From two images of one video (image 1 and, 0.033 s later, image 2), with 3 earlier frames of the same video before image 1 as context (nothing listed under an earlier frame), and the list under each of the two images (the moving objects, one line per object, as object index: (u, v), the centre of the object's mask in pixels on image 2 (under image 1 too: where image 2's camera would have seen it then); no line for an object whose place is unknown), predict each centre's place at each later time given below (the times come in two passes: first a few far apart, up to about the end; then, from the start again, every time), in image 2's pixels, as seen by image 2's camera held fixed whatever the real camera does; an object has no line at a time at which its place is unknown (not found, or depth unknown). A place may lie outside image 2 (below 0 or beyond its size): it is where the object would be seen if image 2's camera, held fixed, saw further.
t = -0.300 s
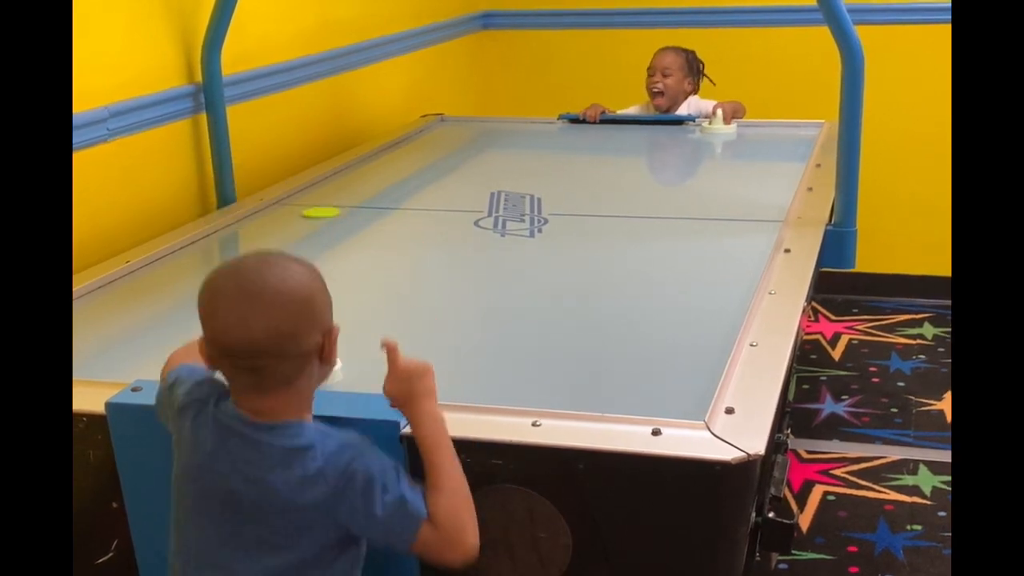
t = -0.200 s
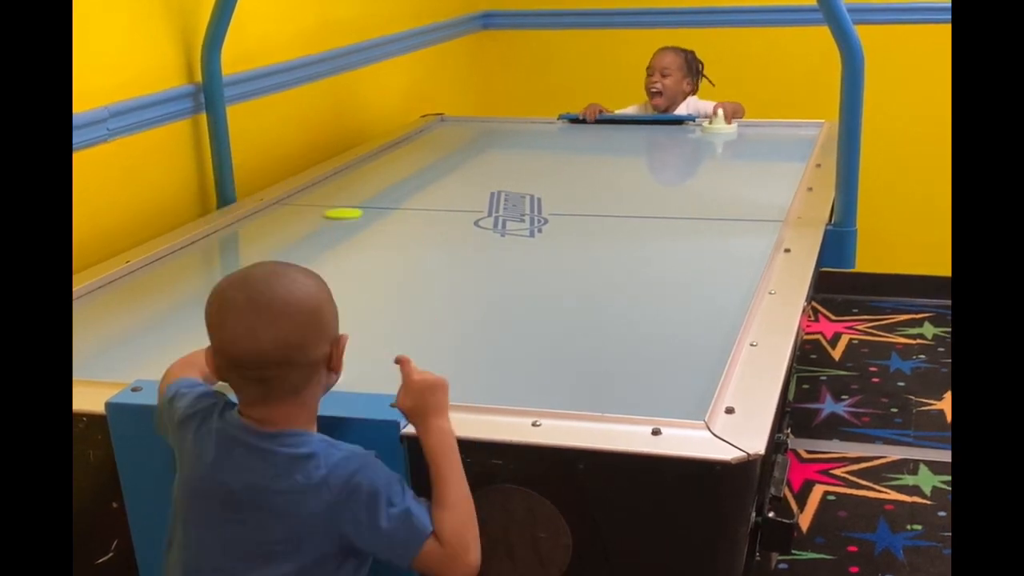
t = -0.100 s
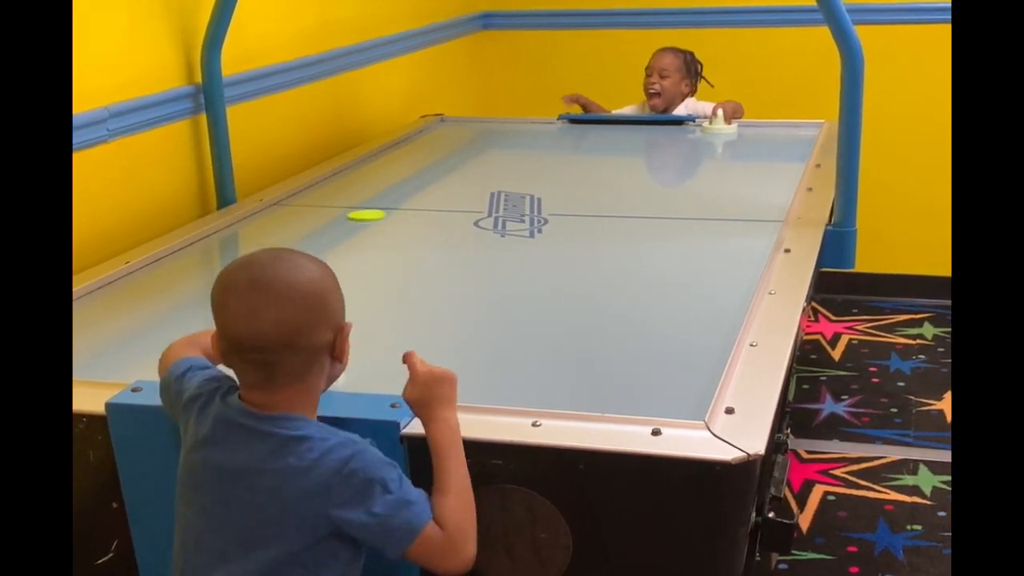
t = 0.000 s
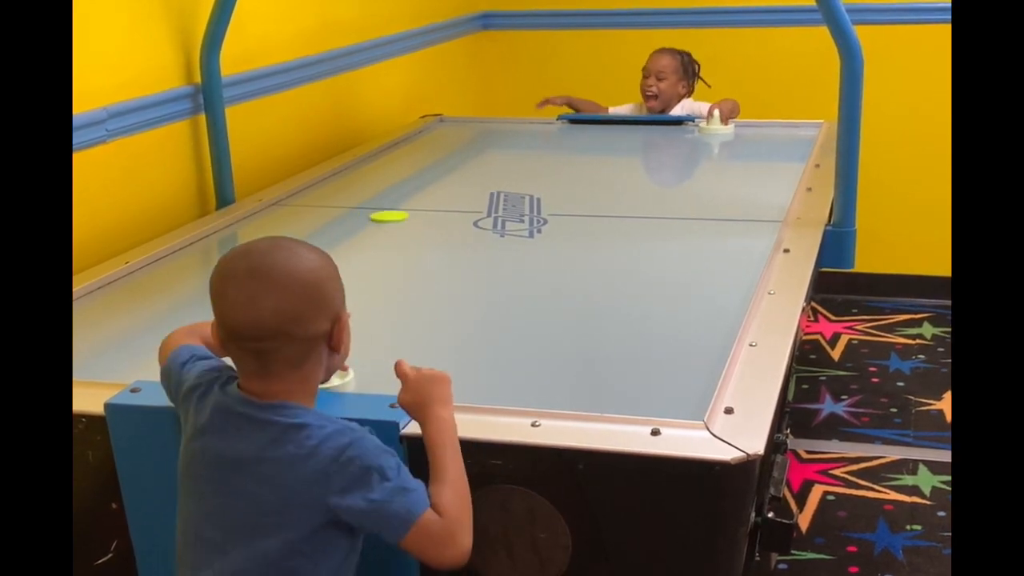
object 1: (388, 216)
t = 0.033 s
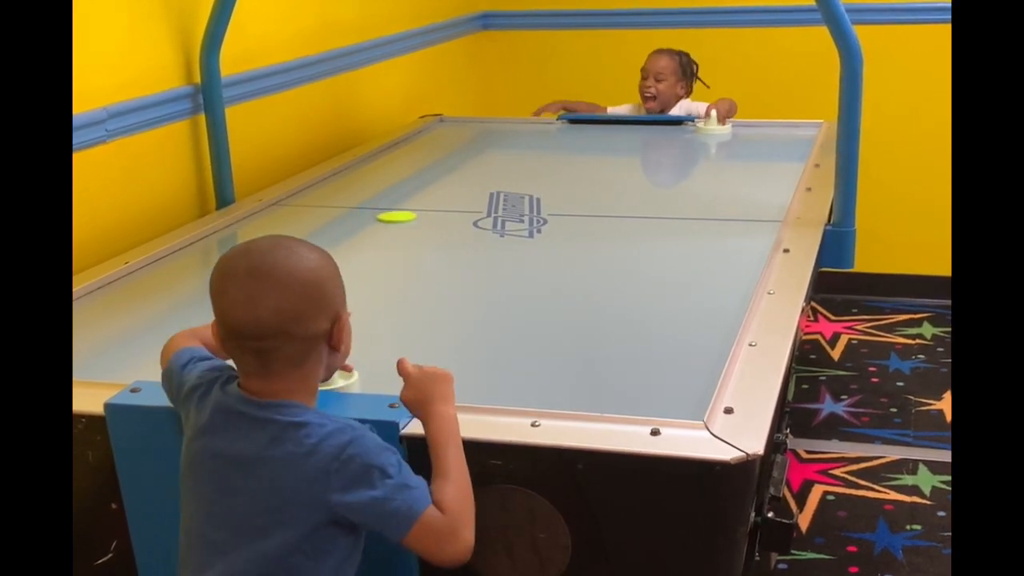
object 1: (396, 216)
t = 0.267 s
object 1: (453, 219)
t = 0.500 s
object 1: (512, 221)
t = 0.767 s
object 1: (581, 224)
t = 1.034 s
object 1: (653, 228)
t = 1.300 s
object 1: (728, 231)
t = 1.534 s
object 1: (734, 232)
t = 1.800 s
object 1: (684, 231)
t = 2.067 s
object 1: (635, 230)
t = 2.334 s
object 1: (589, 228)
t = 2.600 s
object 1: (543, 228)
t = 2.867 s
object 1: (499, 226)
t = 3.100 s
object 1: (461, 225)
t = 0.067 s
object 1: (404, 217)
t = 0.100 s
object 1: (412, 217)
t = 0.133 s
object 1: (421, 217)
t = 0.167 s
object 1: (428, 218)
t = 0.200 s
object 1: (436, 218)
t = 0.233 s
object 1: (445, 218)
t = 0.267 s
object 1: (453, 219)
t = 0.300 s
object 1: (461, 219)
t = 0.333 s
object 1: (469, 220)
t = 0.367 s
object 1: (478, 220)
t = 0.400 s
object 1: (486, 220)
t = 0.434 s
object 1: (494, 221)
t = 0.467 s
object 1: (503, 221)
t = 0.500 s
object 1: (512, 221)
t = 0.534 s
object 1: (521, 222)
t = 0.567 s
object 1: (529, 222)
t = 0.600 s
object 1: (537, 223)
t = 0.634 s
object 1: (546, 223)
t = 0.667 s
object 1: (555, 223)
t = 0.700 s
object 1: (564, 224)
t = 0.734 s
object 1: (573, 224)
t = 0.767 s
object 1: (581, 224)
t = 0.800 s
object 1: (590, 225)
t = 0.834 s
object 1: (599, 225)
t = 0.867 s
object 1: (608, 226)
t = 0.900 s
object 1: (617, 226)
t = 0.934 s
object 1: (626, 227)
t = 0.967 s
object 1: (635, 227)
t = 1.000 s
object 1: (644, 228)
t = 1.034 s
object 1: (653, 228)
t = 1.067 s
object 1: (662, 228)
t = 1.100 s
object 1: (672, 229)
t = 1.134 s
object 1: (681, 229)
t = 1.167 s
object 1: (691, 230)
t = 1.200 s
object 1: (699, 230)
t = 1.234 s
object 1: (709, 230)
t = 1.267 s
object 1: (719, 231)
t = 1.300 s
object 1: (728, 231)
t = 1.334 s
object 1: (738, 232)
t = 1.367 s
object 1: (747, 232)
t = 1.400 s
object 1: (756, 233)
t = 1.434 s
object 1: (753, 233)
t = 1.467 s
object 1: (746, 232)
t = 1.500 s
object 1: (740, 232)
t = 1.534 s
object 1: (734, 232)
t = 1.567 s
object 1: (727, 232)
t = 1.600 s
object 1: (721, 232)
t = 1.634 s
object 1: (715, 232)
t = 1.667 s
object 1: (709, 231)
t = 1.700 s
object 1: (702, 231)
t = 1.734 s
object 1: (696, 231)
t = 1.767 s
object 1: (690, 231)
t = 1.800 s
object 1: (684, 231)
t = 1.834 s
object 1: (678, 231)
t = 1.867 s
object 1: (672, 231)
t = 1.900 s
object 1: (665, 230)
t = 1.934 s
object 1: (659, 230)
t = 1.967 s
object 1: (653, 230)
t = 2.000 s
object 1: (647, 230)
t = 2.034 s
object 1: (641, 230)
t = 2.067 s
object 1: (635, 230)
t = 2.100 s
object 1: (629, 229)
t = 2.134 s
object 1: (624, 229)
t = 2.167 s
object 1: (618, 229)
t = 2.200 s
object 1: (612, 229)
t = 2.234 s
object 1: (606, 229)
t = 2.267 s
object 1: (600, 229)
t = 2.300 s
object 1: (594, 229)
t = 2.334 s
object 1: (589, 228)
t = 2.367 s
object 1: (583, 228)
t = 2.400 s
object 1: (577, 228)
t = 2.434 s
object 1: (572, 228)
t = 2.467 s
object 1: (566, 228)
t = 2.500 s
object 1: (561, 228)
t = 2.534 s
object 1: (555, 228)
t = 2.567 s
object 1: (549, 228)
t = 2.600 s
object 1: (543, 228)
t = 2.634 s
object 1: (538, 227)
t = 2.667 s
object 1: (532, 227)
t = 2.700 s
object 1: (526, 227)
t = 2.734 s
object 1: (521, 227)
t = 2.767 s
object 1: (515, 227)
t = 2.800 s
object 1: (510, 227)
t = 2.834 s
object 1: (504, 227)
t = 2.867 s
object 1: (499, 226)
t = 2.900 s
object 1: (493, 226)
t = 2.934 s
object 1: (488, 226)
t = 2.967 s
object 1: (482, 226)
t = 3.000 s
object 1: (477, 226)
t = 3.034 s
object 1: (472, 225)
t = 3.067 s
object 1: (466, 225)
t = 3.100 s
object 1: (461, 225)
